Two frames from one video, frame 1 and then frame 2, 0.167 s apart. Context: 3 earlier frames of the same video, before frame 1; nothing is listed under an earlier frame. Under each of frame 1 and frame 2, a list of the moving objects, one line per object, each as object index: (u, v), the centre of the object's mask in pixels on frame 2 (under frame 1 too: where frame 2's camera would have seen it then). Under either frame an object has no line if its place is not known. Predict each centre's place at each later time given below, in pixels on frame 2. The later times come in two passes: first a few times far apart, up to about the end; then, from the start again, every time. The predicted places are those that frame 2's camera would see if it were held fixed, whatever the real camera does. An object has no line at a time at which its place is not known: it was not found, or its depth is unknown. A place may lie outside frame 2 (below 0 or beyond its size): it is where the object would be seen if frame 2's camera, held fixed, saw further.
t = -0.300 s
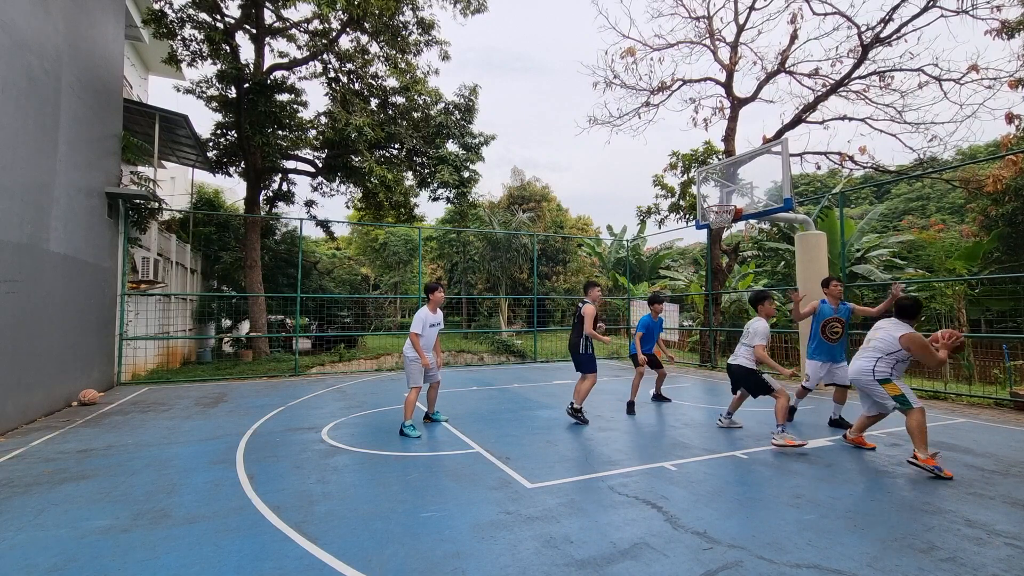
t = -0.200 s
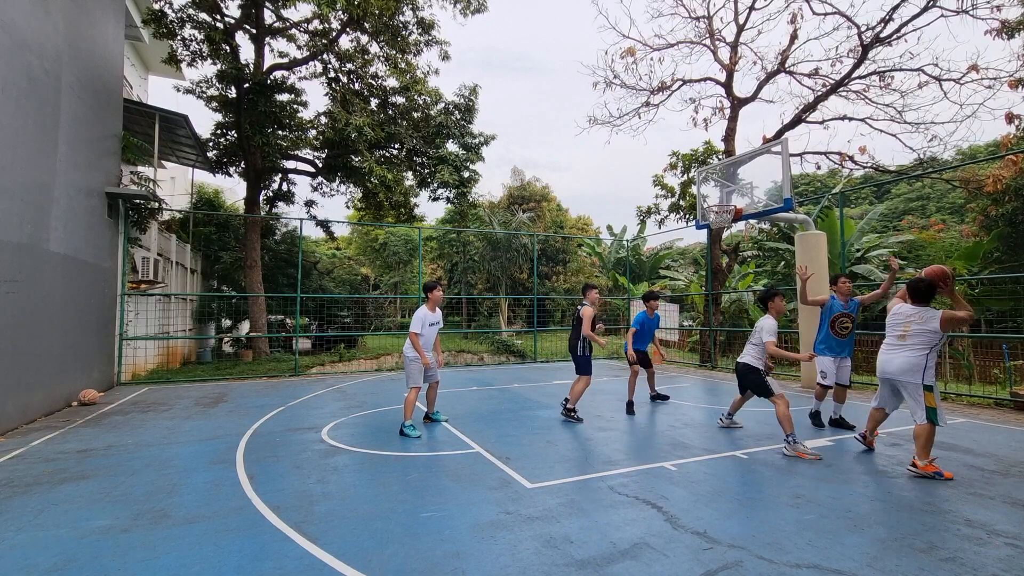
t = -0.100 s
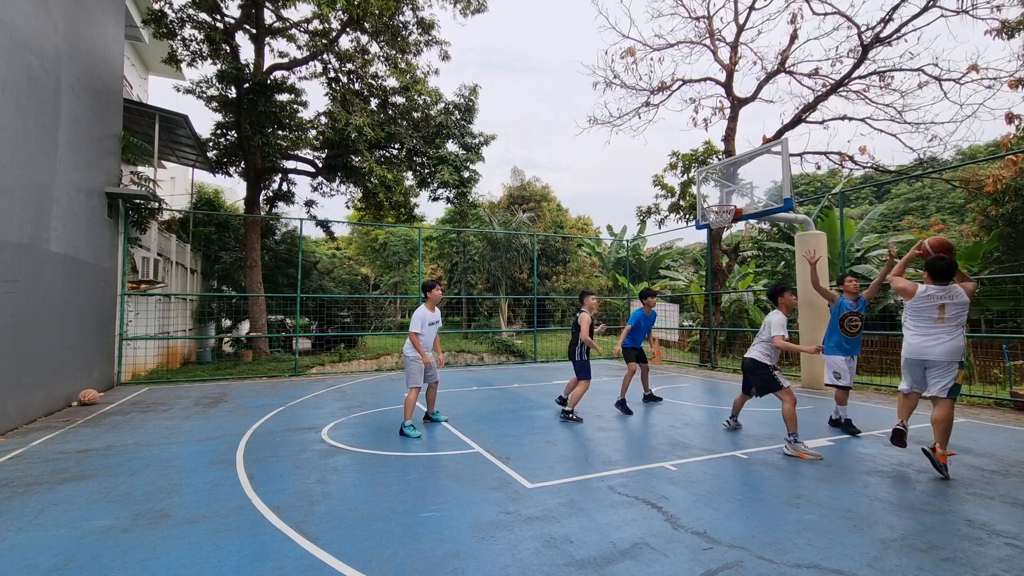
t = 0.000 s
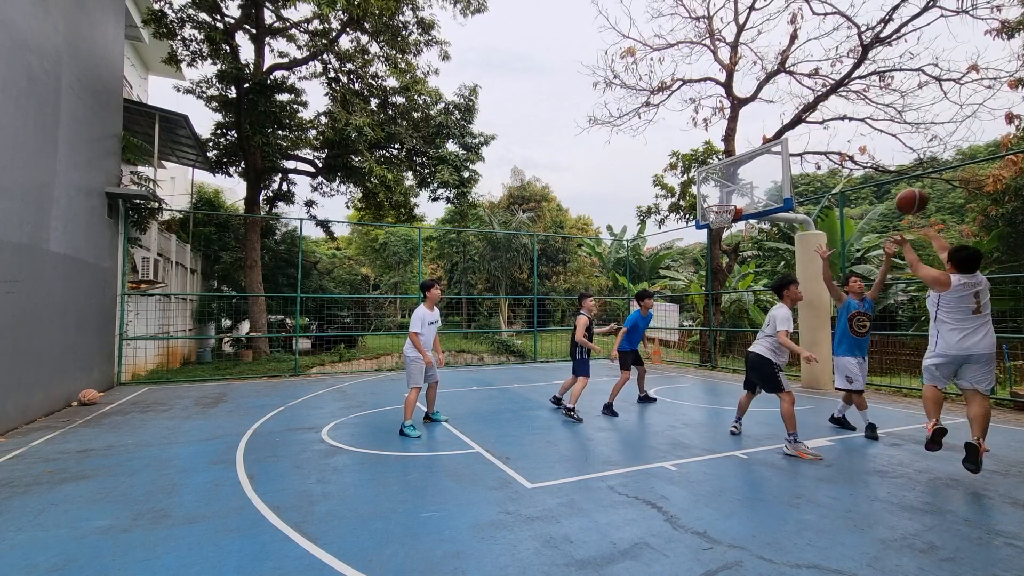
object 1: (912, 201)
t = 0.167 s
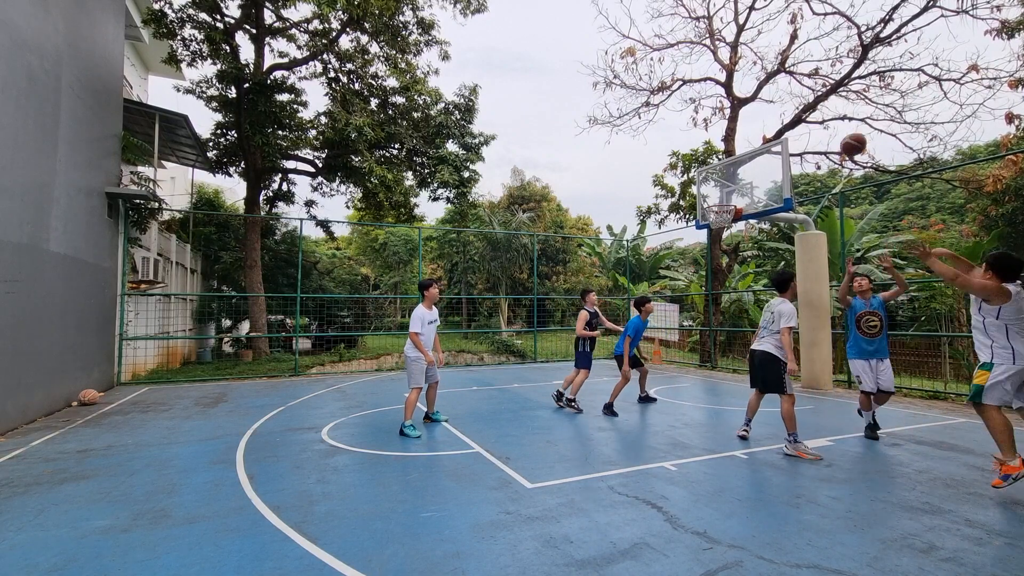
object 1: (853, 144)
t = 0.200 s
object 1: (844, 138)
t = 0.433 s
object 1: (791, 122)
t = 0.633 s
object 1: (757, 141)
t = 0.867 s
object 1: (727, 180)
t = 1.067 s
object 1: (702, 203)
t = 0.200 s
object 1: (844, 138)
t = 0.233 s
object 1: (834, 132)
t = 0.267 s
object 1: (826, 129)
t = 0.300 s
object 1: (818, 125)
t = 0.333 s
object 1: (811, 123)
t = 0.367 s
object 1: (804, 122)
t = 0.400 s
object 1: (797, 122)
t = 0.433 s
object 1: (791, 122)
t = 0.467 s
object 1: (784, 124)
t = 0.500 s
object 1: (778, 127)
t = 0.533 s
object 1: (773, 130)
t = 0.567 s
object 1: (767, 133)
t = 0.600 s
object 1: (762, 137)
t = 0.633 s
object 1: (757, 141)
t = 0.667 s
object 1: (752, 146)
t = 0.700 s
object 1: (748, 152)
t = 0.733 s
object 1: (744, 158)
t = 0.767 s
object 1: (740, 164)
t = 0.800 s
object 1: (736, 171)
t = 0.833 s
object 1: (732, 176)
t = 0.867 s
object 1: (727, 180)
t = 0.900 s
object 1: (723, 185)
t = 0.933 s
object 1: (718, 191)
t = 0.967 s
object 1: (714, 197)
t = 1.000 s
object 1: (709, 202)
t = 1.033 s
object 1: (706, 202)
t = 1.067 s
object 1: (702, 203)
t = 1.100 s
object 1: (700, 203)
